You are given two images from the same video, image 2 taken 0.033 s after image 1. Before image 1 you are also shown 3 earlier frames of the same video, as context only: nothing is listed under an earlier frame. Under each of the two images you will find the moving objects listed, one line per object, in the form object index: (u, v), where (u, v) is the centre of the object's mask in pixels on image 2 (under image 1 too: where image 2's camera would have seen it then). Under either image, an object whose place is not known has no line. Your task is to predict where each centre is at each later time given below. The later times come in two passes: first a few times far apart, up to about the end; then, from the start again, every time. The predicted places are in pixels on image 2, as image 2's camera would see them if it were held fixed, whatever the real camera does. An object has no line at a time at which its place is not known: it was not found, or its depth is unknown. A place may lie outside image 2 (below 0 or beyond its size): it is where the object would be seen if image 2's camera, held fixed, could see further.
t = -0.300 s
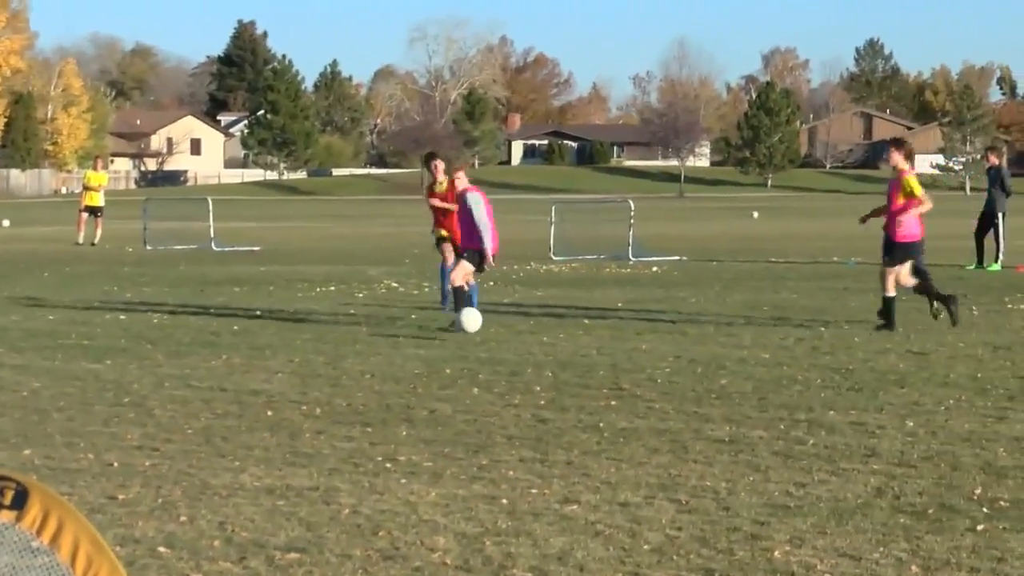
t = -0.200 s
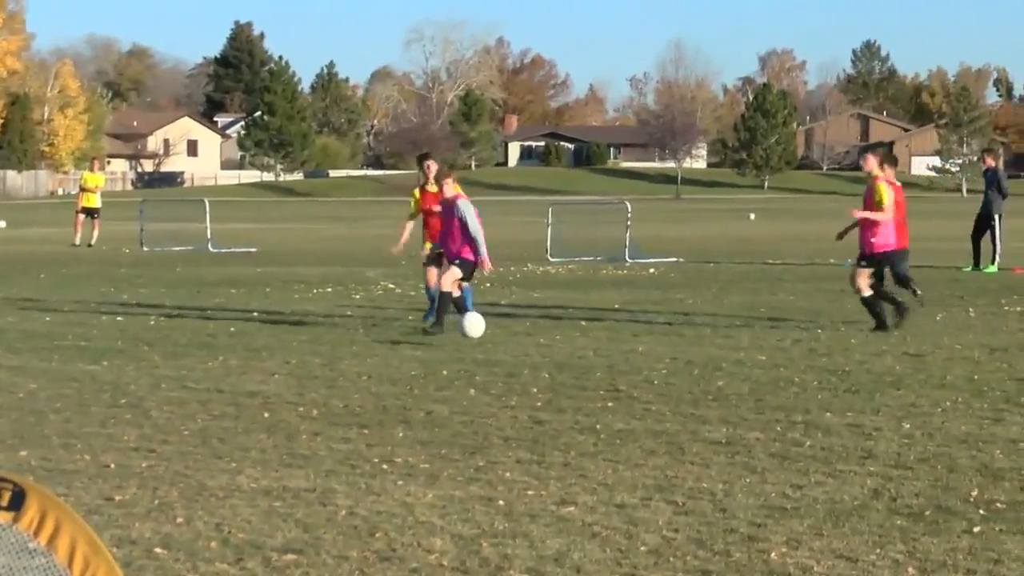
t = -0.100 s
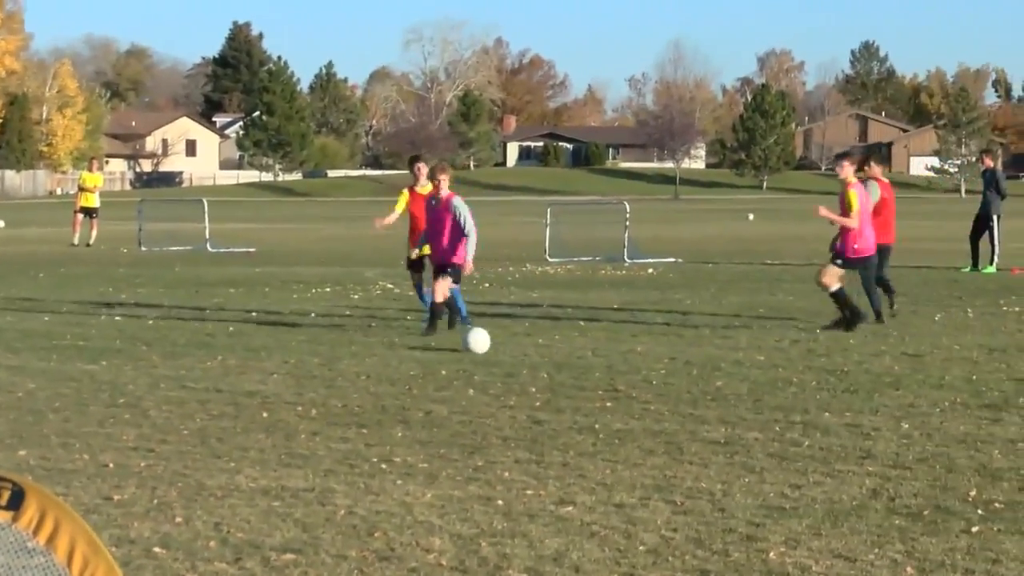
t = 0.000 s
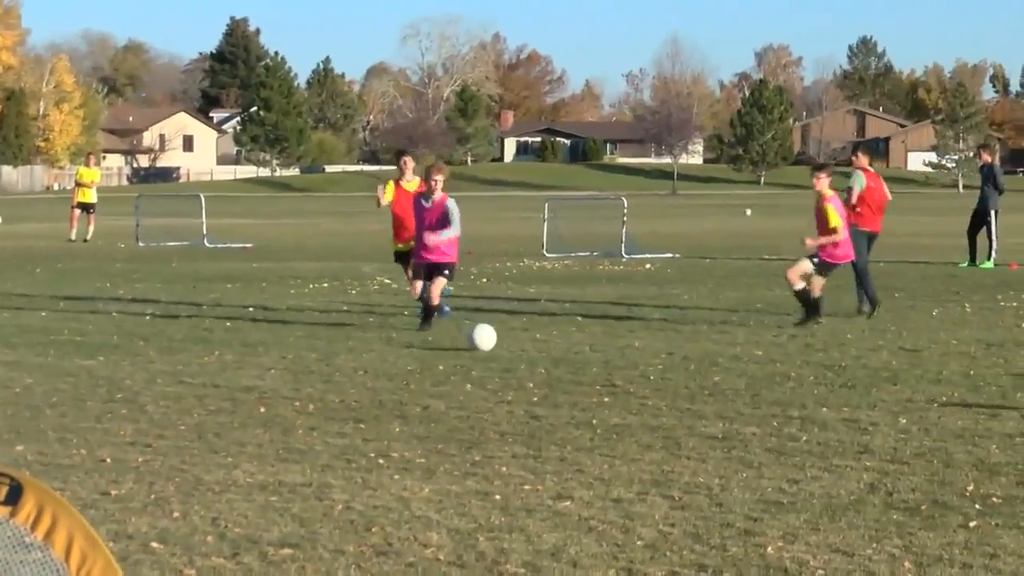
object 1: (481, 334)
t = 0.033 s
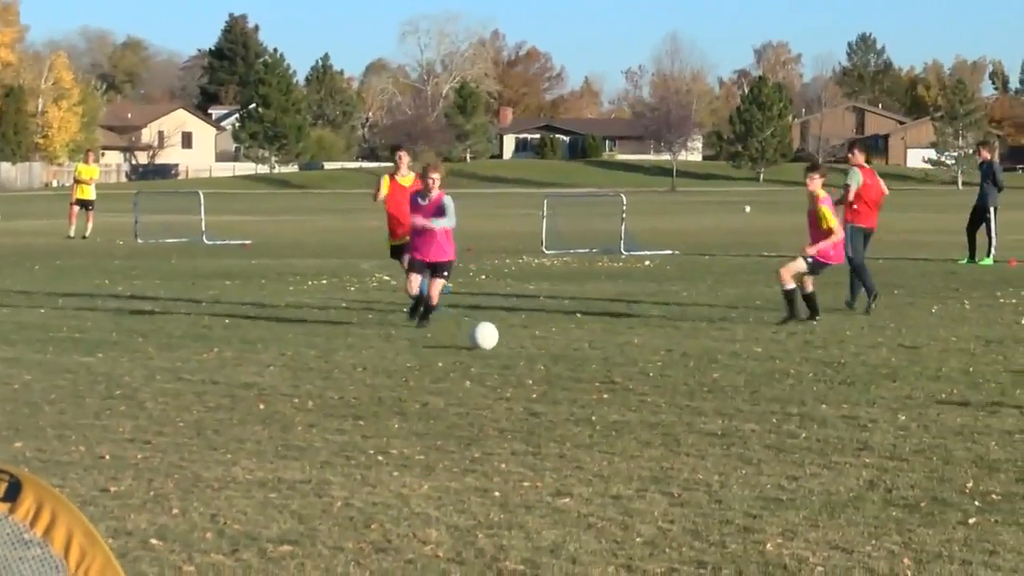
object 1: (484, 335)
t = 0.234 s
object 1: (502, 339)
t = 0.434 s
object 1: (520, 348)
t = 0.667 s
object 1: (540, 364)
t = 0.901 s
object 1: (563, 375)
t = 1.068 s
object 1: (581, 380)
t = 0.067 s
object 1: (487, 338)
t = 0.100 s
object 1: (490, 340)
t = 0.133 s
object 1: (493, 338)
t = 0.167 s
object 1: (496, 336)
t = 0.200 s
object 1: (498, 336)
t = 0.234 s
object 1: (502, 339)
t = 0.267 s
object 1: (505, 342)
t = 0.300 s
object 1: (508, 346)
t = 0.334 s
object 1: (511, 348)
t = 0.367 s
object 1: (514, 348)
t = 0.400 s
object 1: (517, 347)
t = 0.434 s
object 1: (520, 348)
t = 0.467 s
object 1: (522, 350)
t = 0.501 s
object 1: (525, 354)
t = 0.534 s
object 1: (528, 359)
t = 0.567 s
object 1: (532, 359)
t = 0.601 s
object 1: (535, 359)
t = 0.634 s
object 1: (537, 361)
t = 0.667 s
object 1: (540, 364)
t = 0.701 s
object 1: (543, 368)
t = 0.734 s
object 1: (547, 368)
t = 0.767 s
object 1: (550, 370)
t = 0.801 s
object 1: (554, 373)
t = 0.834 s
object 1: (558, 374)
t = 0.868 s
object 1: (560, 375)
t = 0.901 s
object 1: (563, 375)
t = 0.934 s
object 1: (566, 377)
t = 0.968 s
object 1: (571, 380)
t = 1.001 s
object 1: (573, 381)
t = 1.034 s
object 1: (577, 380)
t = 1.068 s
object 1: (581, 380)
